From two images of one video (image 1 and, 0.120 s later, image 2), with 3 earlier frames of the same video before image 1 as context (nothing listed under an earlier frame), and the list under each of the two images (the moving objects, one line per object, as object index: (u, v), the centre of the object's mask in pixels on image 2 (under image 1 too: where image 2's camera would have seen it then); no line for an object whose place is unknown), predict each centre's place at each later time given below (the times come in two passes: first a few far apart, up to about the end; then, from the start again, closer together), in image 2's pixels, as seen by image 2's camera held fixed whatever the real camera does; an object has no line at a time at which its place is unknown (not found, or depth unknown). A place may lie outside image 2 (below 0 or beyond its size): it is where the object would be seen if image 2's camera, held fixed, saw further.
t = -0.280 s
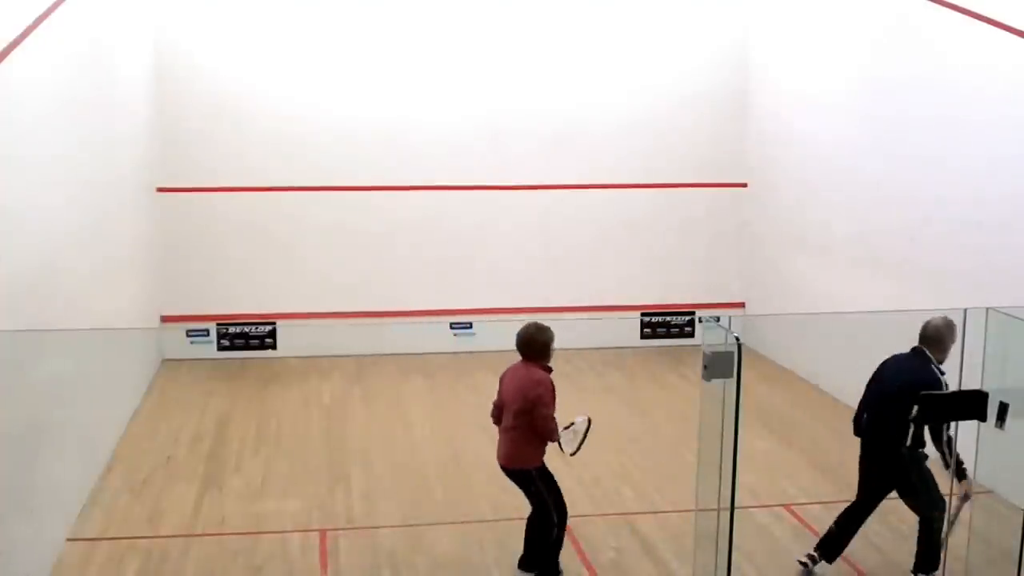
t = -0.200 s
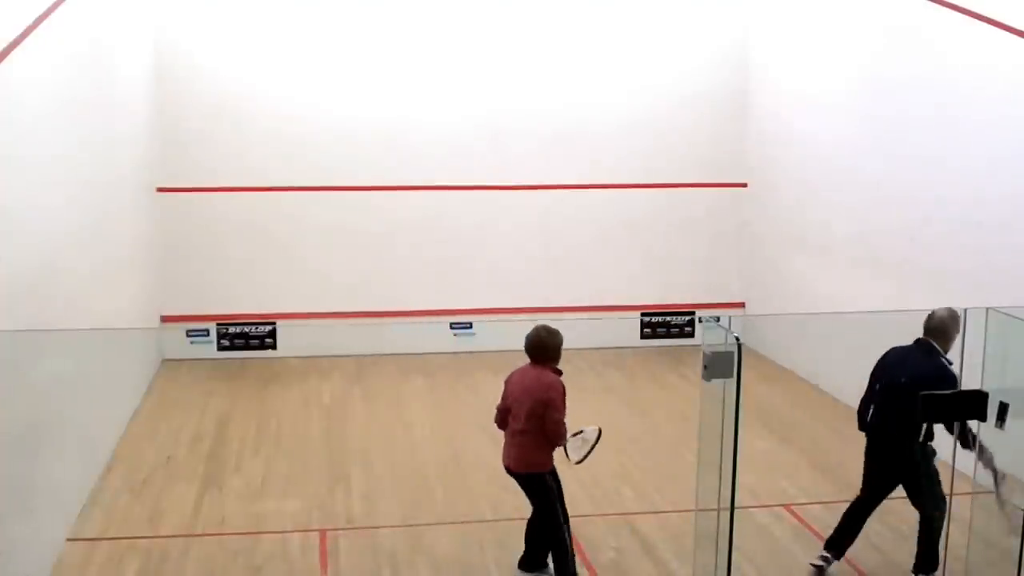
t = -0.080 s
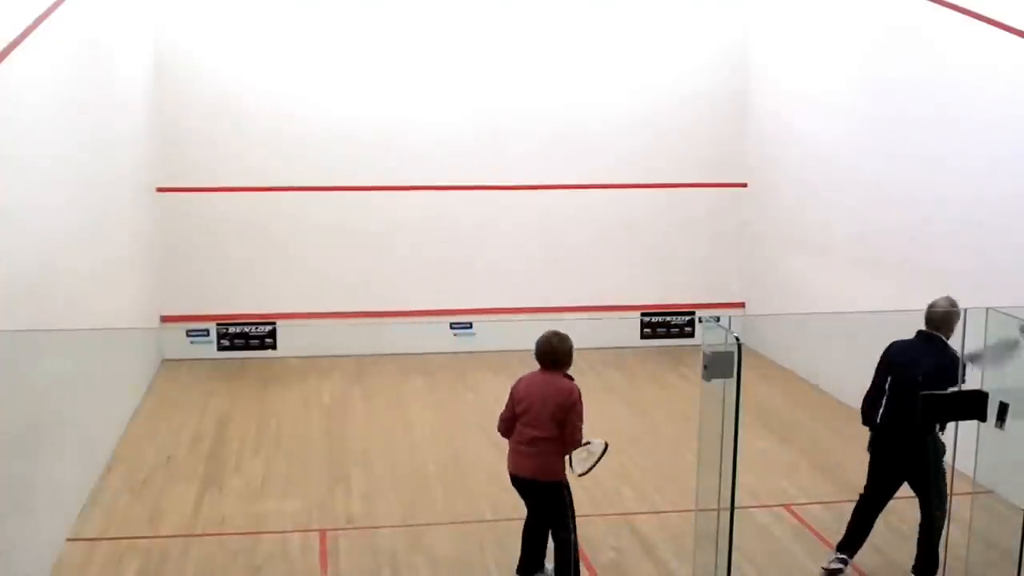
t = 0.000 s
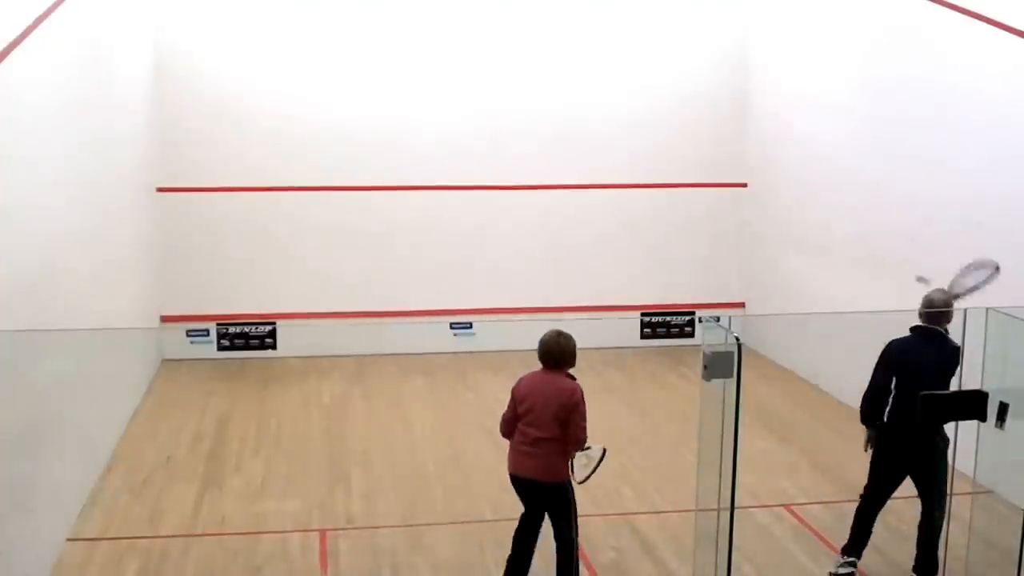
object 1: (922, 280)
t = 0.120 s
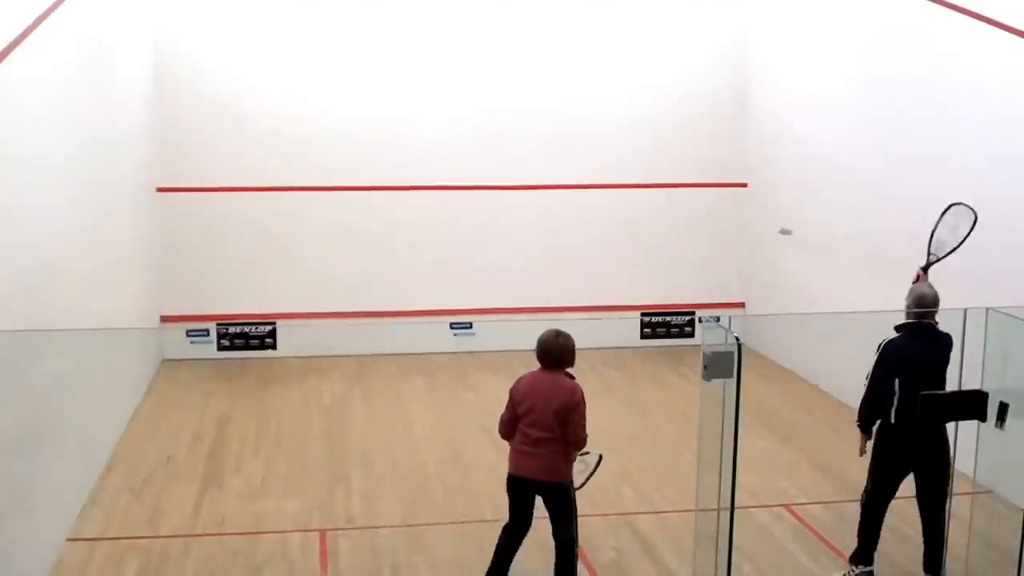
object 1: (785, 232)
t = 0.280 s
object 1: (630, 202)
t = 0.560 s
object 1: (431, 221)
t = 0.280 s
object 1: (630, 202)
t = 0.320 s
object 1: (597, 200)
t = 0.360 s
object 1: (565, 199)
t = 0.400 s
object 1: (535, 202)
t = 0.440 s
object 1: (507, 204)
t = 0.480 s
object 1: (481, 208)
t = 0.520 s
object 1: (456, 214)
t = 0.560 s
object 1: (431, 221)
